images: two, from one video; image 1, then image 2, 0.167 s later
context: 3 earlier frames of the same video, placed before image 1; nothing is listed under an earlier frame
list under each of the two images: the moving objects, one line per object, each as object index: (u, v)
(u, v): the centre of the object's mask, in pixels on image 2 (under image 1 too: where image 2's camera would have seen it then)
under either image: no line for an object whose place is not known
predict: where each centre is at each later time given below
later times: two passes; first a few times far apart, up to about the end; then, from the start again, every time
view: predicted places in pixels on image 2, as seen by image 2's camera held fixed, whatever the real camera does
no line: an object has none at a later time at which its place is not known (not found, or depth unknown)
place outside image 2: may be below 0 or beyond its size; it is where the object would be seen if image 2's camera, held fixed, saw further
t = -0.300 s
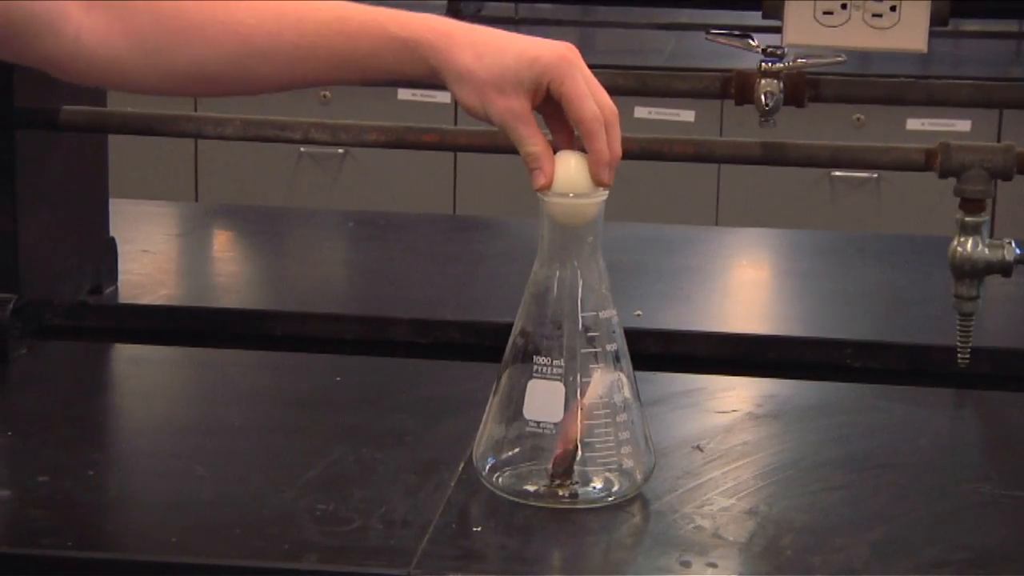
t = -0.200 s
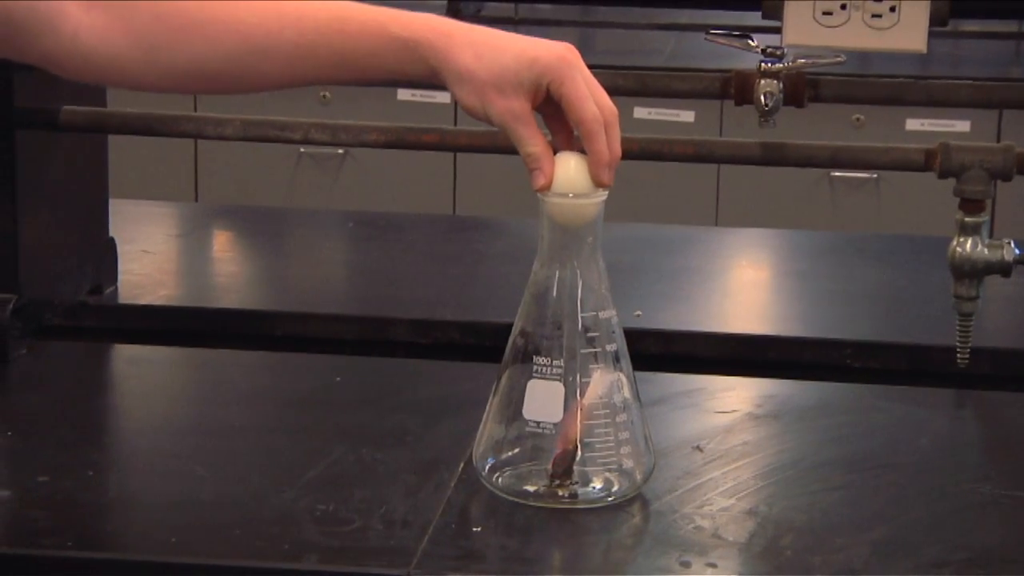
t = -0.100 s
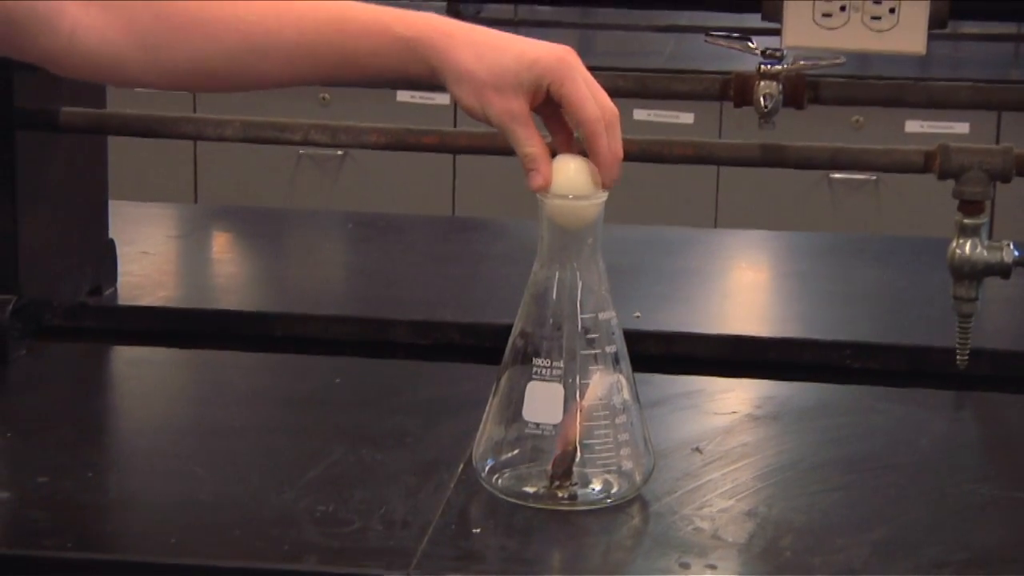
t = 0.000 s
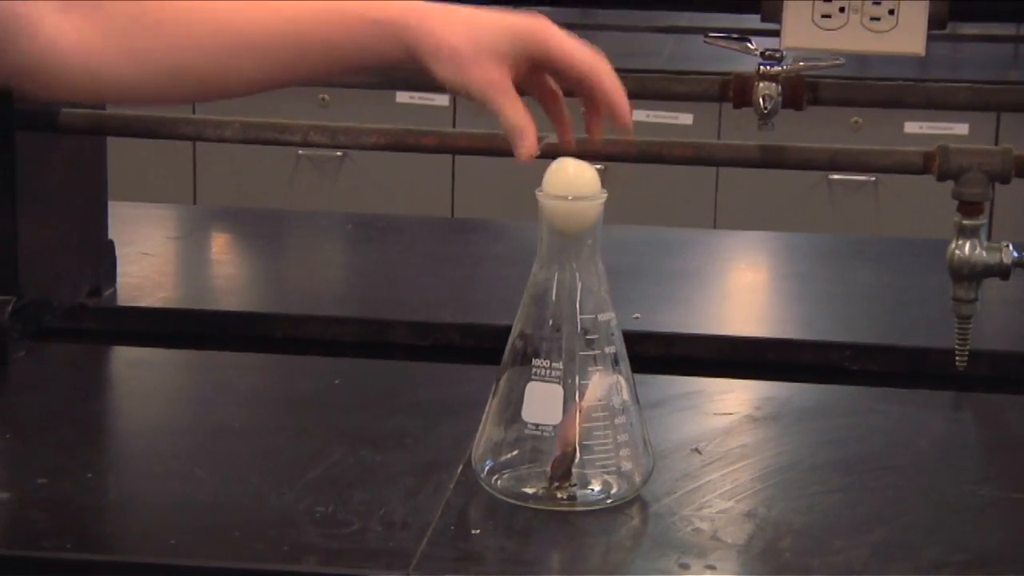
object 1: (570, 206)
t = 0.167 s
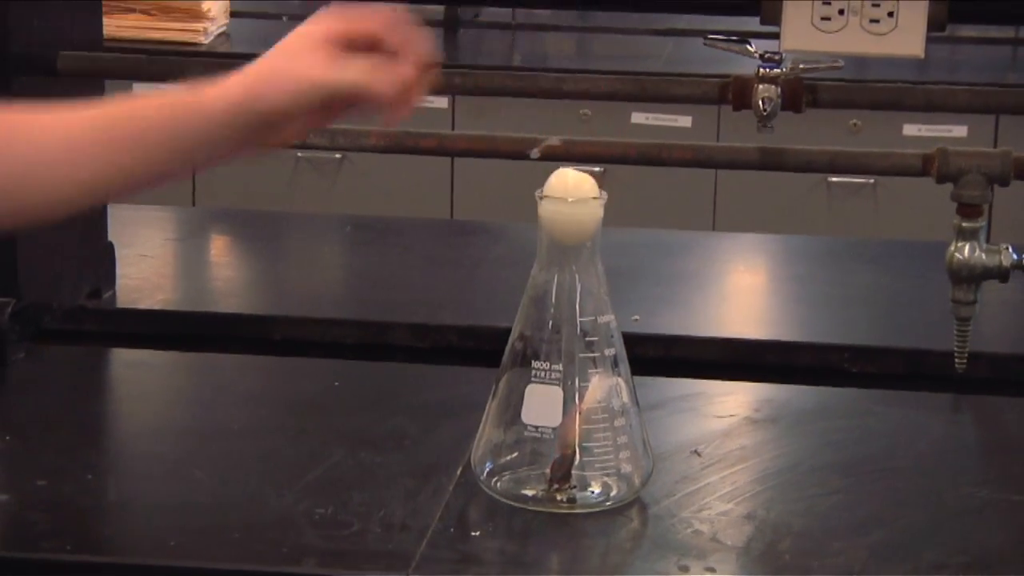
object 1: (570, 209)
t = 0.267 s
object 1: (570, 210)
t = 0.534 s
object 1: (569, 233)
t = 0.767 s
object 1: (599, 406)
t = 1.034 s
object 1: (559, 450)
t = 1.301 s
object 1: (570, 447)
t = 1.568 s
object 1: (555, 451)
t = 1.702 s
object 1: (559, 451)
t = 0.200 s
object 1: (570, 209)
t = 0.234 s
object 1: (570, 210)
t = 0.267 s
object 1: (570, 210)
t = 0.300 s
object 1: (569, 216)
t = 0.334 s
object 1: (569, 219)
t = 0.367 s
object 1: (569, 219)
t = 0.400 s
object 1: (570, 223)
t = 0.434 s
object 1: (569, 224)
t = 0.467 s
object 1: (569, 228)
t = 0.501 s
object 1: (569, 230)
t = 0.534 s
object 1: (569, 233)
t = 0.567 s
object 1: (568, 246)
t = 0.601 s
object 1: (566, 287)
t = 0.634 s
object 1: (563, 364)
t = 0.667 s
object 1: (561, 454)
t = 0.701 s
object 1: (571, 436)
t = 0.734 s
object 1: (593, 411)
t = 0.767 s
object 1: (599, 406)
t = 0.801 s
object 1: (589, 423)
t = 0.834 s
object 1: (577, 454)
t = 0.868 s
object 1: (578, 449)
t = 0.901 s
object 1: (580, 440)
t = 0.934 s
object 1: (580, 442)
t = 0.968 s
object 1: (573, 454)
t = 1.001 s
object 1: (563, 448)
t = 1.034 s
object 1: (559, 450)
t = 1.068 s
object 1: (552, 450)
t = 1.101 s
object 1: (551, 454)
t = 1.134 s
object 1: (551, 450)
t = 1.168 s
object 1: (554, 452)
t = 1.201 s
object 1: (557, 448)
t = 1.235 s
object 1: (562, 449)
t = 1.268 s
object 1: (565, 448)
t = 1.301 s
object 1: (570, 447)
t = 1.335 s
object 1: (572, 446)
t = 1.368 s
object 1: (572, 446)
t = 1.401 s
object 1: (571, 446)
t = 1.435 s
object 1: (570, 446)
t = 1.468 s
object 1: (566, 447)
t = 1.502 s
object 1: (563, 455)
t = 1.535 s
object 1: (559, 451)
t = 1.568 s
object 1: (555, 451)
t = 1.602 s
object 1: (555, 451)
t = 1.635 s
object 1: (555, 451)
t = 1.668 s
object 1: (557, 451)
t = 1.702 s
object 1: (559, 451)
